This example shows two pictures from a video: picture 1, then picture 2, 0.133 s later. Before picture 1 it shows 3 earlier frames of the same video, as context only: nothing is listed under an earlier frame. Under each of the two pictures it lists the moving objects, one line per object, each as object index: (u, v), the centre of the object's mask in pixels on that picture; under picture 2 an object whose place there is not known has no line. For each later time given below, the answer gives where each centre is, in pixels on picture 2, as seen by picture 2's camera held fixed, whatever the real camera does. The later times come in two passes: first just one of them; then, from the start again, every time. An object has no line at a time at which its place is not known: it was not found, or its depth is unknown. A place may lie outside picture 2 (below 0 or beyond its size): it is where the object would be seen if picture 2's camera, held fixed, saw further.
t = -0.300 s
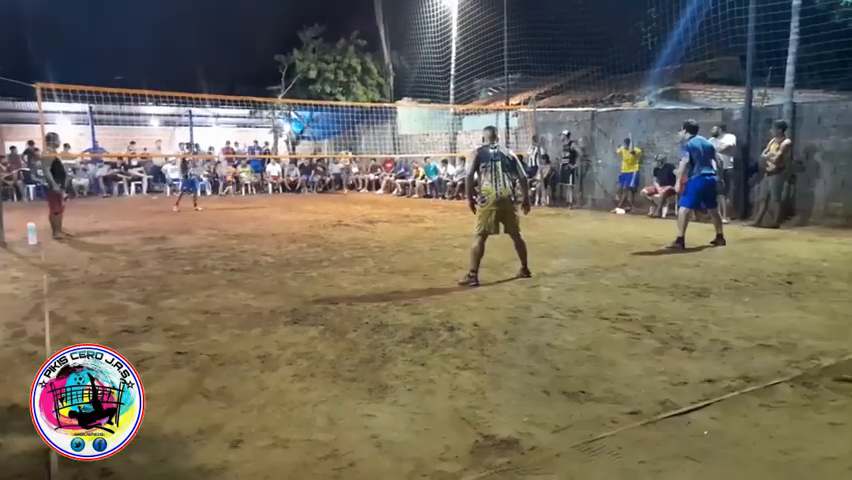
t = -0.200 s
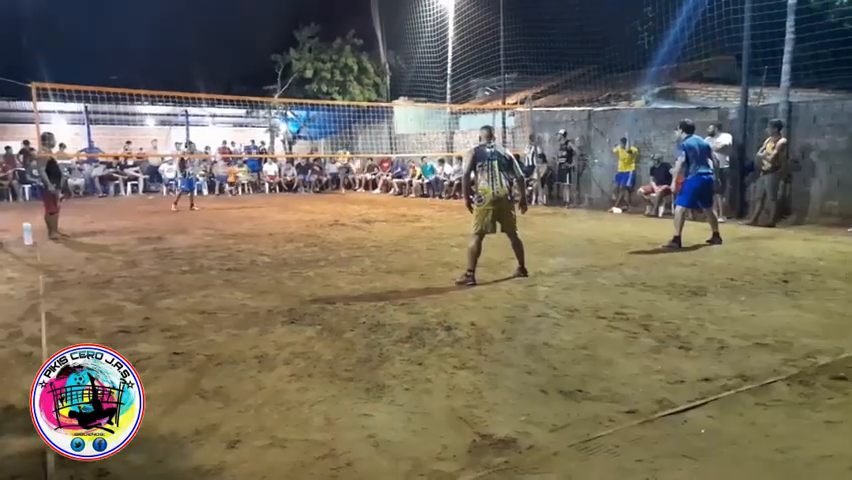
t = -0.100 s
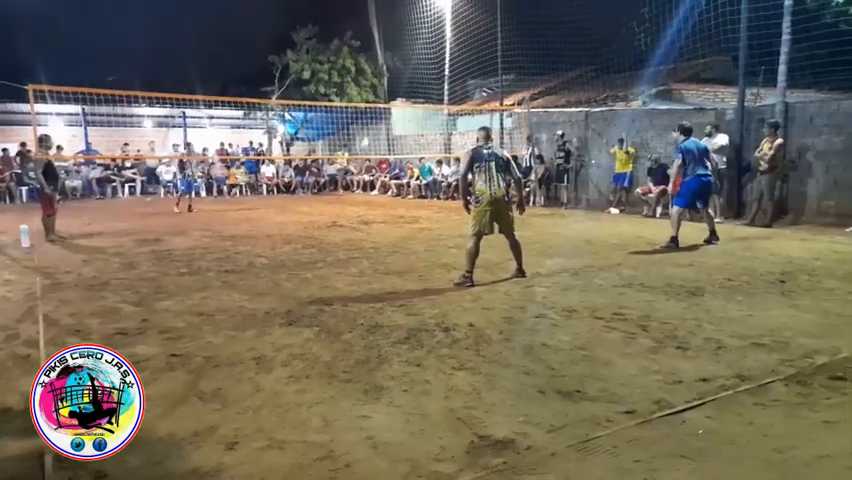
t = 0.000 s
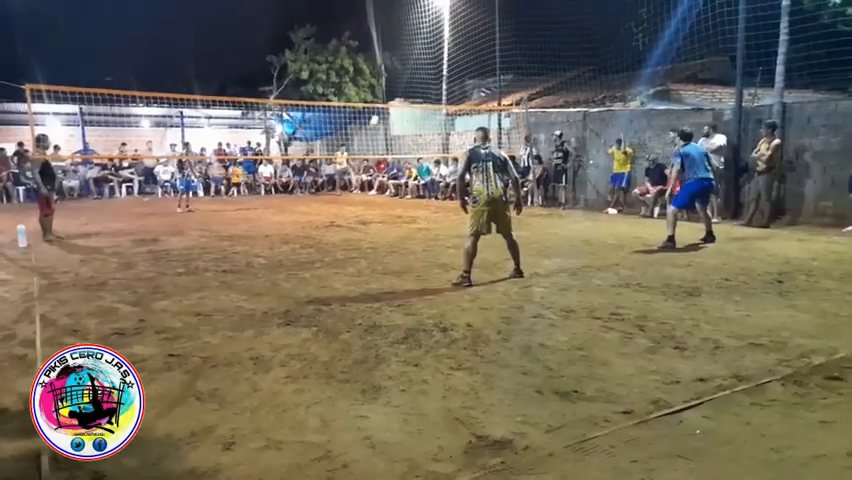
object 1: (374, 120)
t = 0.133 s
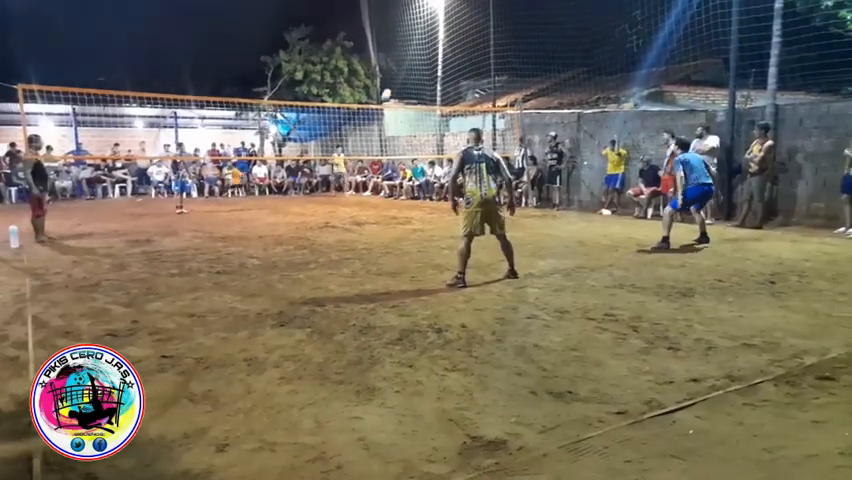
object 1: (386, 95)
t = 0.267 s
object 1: (406, 71)
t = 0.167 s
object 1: (391, 89)
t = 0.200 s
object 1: (396, 82)
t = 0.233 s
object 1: (401, 77)
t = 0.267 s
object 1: (406, 71)
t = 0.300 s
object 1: (412, 66)
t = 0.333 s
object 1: (418, 60)
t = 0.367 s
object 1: (424, 56)
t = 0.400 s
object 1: (430, 52)
